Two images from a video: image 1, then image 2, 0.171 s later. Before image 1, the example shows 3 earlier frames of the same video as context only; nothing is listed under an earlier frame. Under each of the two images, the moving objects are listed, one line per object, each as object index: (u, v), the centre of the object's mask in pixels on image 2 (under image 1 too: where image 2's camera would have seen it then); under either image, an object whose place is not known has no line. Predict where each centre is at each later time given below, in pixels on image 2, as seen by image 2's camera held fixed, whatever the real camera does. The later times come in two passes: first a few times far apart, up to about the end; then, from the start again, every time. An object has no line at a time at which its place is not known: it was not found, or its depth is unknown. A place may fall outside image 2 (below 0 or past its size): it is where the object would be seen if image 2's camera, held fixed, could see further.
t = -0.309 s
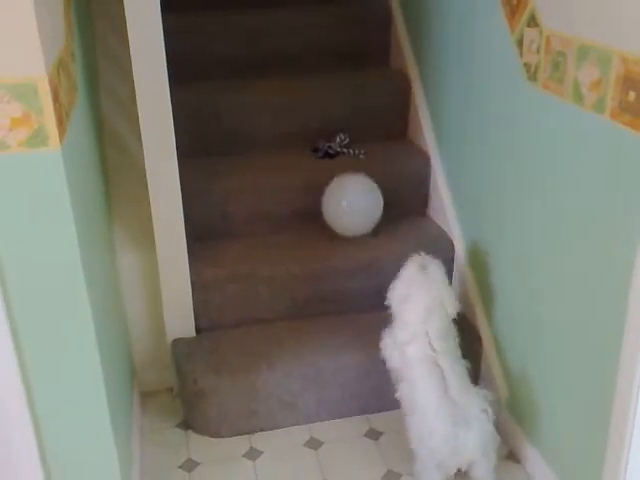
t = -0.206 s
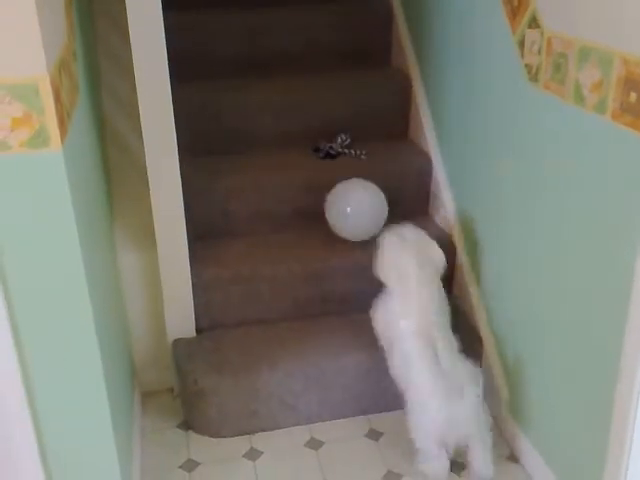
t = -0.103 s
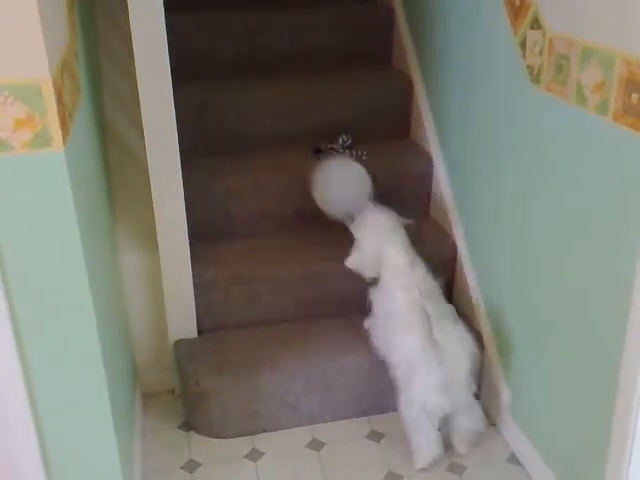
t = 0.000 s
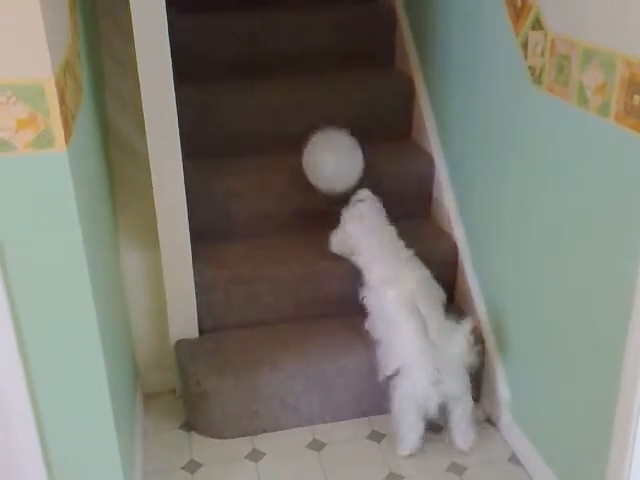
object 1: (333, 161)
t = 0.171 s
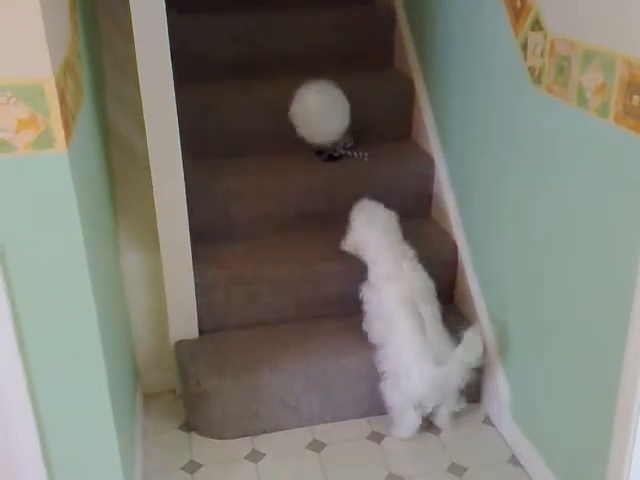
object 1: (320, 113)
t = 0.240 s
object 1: (313, 97)
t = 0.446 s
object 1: (303, 90)
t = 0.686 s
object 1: (302, 113)
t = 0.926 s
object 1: (305, 136)
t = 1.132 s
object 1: (295, 142)
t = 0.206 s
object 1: (316, 104)
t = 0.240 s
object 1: (313, 97)
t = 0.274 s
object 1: (311, 92)
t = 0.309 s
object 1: (308, 89)
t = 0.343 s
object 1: (307, 87)
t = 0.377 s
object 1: (305, 86)
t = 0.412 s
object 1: (304, 88)
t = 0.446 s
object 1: (303, 90)
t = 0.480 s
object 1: (302, 92)
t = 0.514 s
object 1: (301, 94)
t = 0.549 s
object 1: (299, 97)
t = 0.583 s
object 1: (298, 99)
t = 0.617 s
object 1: (299, 103)
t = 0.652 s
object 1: (301, 108)
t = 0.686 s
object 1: (302, 113)
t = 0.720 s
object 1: (304, 119)
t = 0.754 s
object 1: (306, 126)
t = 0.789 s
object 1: (307, 134)
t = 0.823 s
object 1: (309, 141)
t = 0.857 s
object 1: (308, 139)
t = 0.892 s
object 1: (306, 137)
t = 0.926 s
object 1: (305, 136)
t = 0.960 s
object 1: (303, 134)
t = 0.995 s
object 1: (301, 134)
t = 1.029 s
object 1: (300, 135)
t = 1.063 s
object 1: (298, 137)
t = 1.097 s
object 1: (297, 139)
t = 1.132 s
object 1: (295, 142)
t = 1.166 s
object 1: (293, 147)
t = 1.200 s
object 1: (292, 153)
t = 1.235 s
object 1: (291, 159)
